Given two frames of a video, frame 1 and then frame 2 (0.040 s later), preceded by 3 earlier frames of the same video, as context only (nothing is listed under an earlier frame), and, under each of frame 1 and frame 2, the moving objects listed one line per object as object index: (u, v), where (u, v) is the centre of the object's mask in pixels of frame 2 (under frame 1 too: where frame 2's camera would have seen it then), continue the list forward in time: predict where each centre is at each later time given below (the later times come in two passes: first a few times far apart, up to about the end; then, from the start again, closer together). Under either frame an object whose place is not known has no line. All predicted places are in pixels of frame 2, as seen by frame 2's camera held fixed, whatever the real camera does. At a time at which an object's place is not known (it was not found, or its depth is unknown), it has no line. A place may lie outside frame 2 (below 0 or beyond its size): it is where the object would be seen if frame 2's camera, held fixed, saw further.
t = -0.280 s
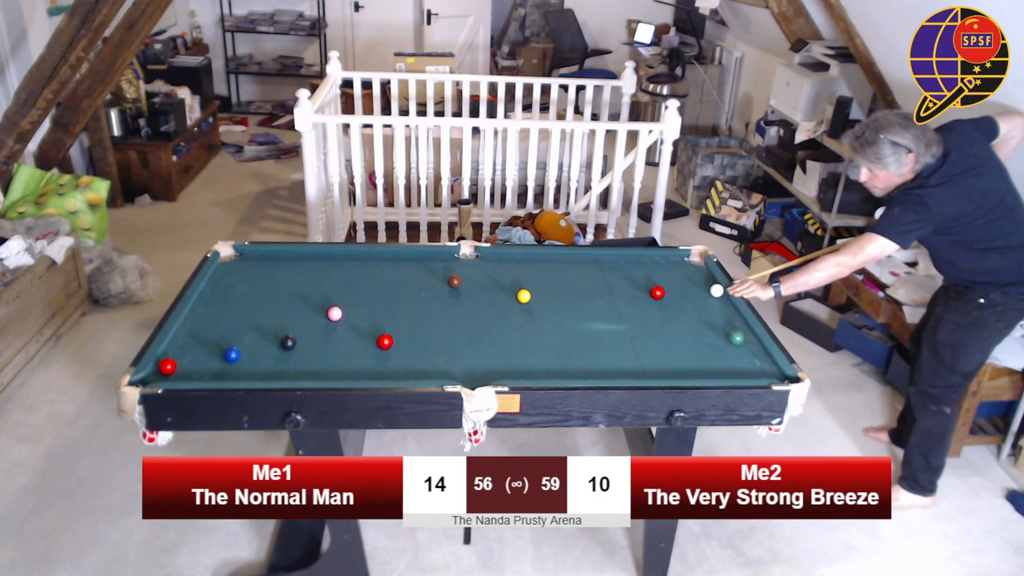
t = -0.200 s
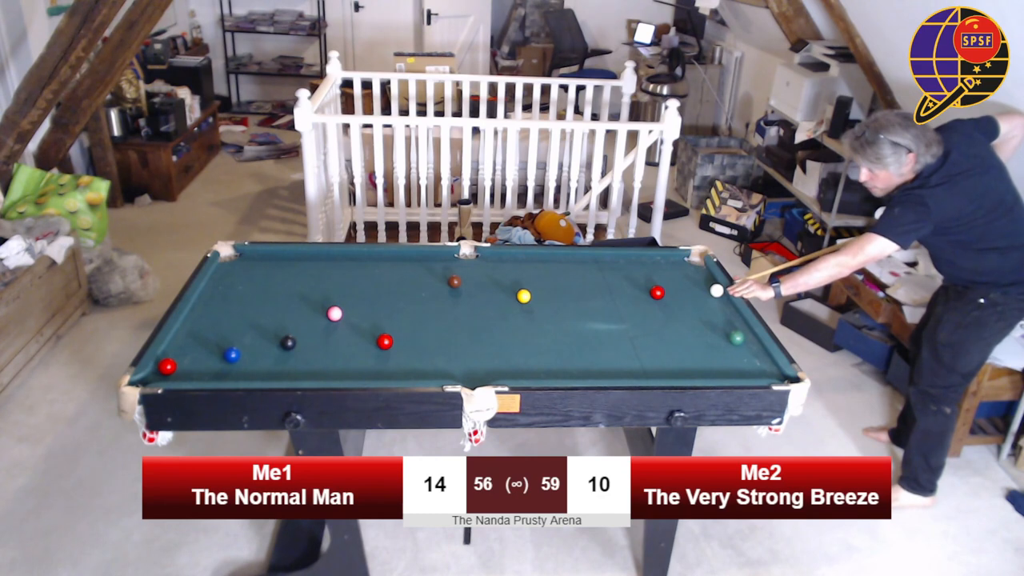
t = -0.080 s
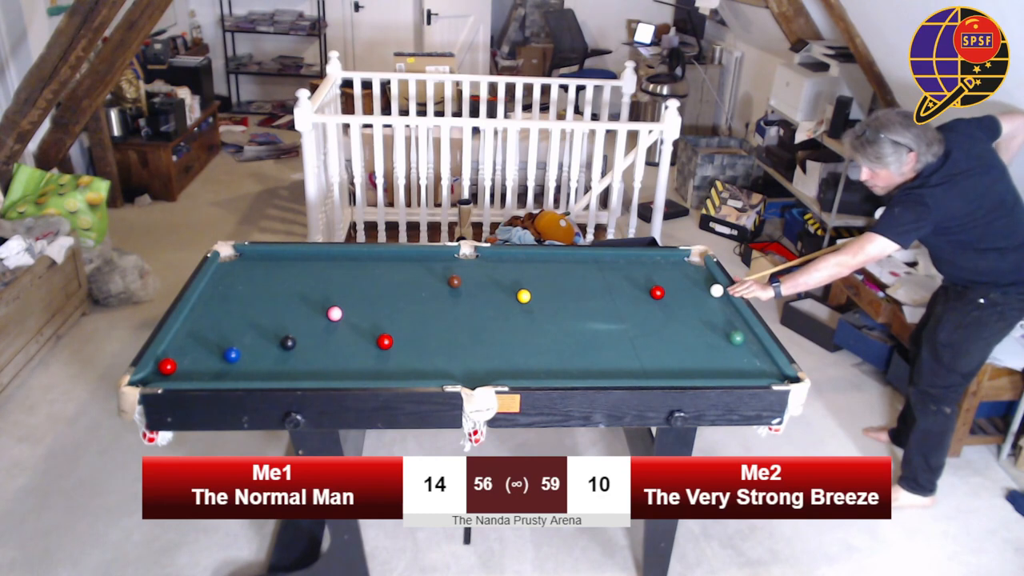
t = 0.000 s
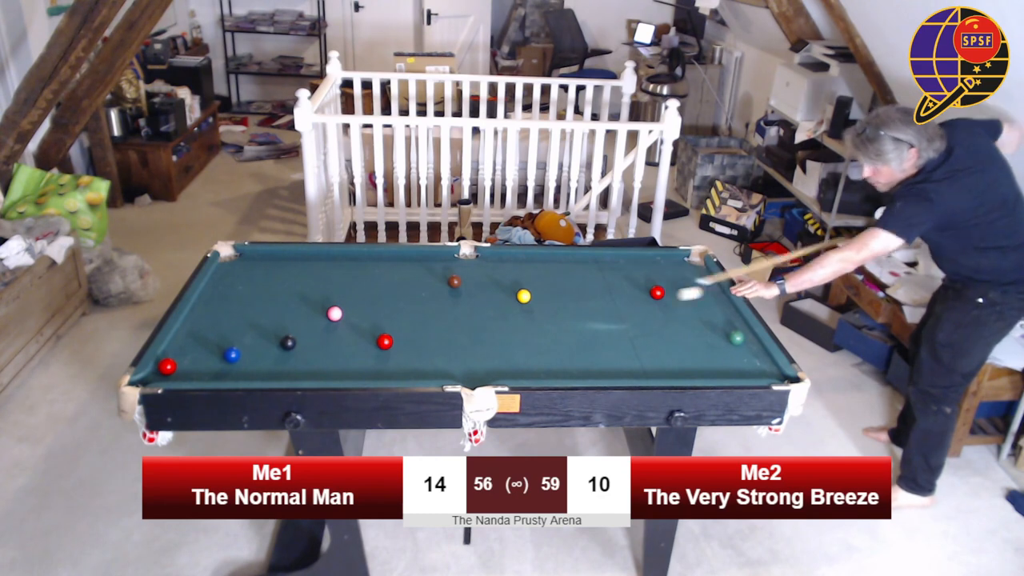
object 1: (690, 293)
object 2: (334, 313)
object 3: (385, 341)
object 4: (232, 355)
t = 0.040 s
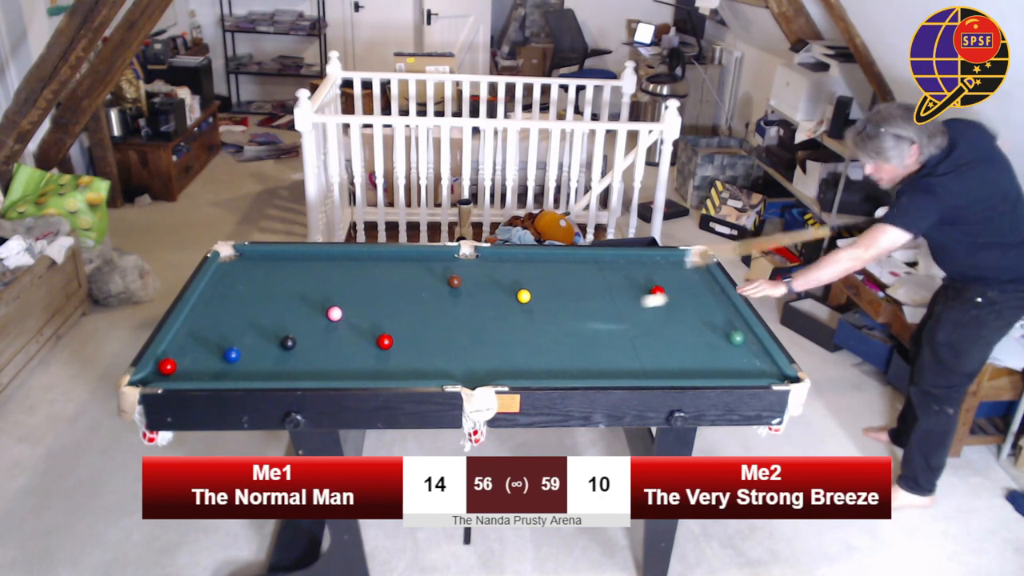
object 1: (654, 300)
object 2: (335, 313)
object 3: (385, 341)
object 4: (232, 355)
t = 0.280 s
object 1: (412, 339)
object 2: (334, 313)
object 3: (385, 341)
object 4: (232, 354)
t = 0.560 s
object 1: (342, 376)
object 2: (334, 313)
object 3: (264, 372)
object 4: (232, 354)
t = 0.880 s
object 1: (279, 366)
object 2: (334, 313)
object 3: (240, 370)
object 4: (232, 354)
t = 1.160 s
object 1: (246, 354)
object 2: (334, 313)
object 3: (215, 363)
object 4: (222, 350)
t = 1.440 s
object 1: (246, 346)
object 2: (361, 310)
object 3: (183, 358)
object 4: (199, 346)
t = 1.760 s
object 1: (245, 339)
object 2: (388, 308)
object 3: (175, 354)
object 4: (176, 341)
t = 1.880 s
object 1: (245, 338)
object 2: (393, 308)
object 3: (178, 354)
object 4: (178, 340)
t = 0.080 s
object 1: (617, 306)
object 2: (334, 313)
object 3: (384, 341)
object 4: (232, 354)
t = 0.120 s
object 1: (579, 312)
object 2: (334, 313)
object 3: (384, 341)
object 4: (232, 354)
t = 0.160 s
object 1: (539, 318)
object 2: (334, 313)
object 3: (384, 341)
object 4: (232, 354)
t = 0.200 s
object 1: (499, 325)
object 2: (334, 313)
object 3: (384, 341)
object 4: (232, 354)
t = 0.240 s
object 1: (457, 332)
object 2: (334, 313)
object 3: (384, 341)
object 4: (232, 354)
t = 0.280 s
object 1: (412, 339)
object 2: (334, 313)
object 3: (385, 341)
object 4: (232, 354)
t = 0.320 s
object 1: (398, 344)
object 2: (334, 313)
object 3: (354, 343)
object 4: (232, 354)
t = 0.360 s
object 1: (394, 350)
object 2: (334, 313)
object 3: (313, 345)
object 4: (232, 354)
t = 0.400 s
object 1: (388, 356)
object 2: (334, 313)
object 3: (295, 350)
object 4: (232, 354)
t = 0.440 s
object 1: (380, 362)
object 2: (334, 313)
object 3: (287, 356)
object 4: (232, 354)
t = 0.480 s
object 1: (369, 368)
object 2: (334, 313)
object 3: (279, 362)
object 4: (232, 354)
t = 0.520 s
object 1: (356, 373)
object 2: (334, 313)
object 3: (272, 367)
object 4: (232, 354)
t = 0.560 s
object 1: (342, 376)
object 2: (334, 313)
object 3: (264, 372)
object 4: (232, 354)
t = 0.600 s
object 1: (333, 375)
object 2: (334, 313)
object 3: (256, 376)
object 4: (232, 354)
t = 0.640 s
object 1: (323, 373)
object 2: (334, 313)
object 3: (251, 376)
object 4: (232, 354)
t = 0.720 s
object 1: (305, 371)
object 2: (334, 313)
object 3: (247, 374)
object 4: (232, 354)
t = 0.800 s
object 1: (287, 368)
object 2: (334, 313)
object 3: (242, 371)
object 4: (232, 354)
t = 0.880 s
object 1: (279, 366)
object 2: (334, 313)
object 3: (240, 370)
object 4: (232, 354)
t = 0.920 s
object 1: (270, 364)
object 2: (334, 313)
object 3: (238, 369)
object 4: (232, 354)
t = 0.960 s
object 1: (262, 363)
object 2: (334, 313)
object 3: (236, 367)
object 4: (232, 353)
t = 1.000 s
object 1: (253, 361)
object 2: (334, 313)
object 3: (233, 366)
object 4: (232, 353)
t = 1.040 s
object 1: (247, 359)
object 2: (334, 313)
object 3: (230, 365)
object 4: (232, 352)
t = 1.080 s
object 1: (246, 357)
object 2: (334, 313)
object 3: (224, 364)
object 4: (229, 352)
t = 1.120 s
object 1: (246, 356)
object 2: (334, 313)
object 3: (220, 364)
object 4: (225, 351)
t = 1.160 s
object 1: (246, 354)
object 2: (334, 313)
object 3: (215, 363)
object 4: (222, 350)
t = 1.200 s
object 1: (246, 353)
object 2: (335, 313)
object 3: (210, 362)
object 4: (219, 350)
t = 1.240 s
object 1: (246, 351)
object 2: (340, 312)
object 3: (205, 362)
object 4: (215, 350)
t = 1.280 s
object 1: (246, 350)
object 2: (345, 312)
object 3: (200, 361)
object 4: (212, 349)
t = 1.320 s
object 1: (246, 349)
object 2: (349, 312)
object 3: (196, 360)
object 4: (208, 349)
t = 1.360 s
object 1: (246, 348)
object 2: (353, 311)
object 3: (191, 360)
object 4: (205, 348)
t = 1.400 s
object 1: (246, 347)
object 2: (357, 311)
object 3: (187, 359)
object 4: (202, 347)
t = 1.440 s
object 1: (246, 346)
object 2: (361, 310)
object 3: (183, 358)
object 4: (199, 346)
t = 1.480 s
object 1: (246, 345)
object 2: (365, 310)
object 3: (179, 357)
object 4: (196, 345)
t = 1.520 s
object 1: (246, 344)
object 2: (368, 310)
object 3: (174, 356)
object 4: (193, 345)
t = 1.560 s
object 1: (246, 343)
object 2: (372, 309)
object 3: (169, 355)
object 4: (190, 344)
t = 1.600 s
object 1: (245, 342)
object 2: (375, 309)
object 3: (167, 354)
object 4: (187, 344)
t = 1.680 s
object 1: (245, 340)
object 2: (382, 309)
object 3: (171, 354)
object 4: (182, 343)
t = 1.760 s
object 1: (245, 339)
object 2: (388, 308)
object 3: (175, 354)
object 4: (176, 341)
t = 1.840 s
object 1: (245, 338)
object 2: (391, 308)
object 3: (177, 354)
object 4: (176, 341)
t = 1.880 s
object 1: (245, 338)
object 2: (393, 308)
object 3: (178, 354)
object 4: (178, 340)
